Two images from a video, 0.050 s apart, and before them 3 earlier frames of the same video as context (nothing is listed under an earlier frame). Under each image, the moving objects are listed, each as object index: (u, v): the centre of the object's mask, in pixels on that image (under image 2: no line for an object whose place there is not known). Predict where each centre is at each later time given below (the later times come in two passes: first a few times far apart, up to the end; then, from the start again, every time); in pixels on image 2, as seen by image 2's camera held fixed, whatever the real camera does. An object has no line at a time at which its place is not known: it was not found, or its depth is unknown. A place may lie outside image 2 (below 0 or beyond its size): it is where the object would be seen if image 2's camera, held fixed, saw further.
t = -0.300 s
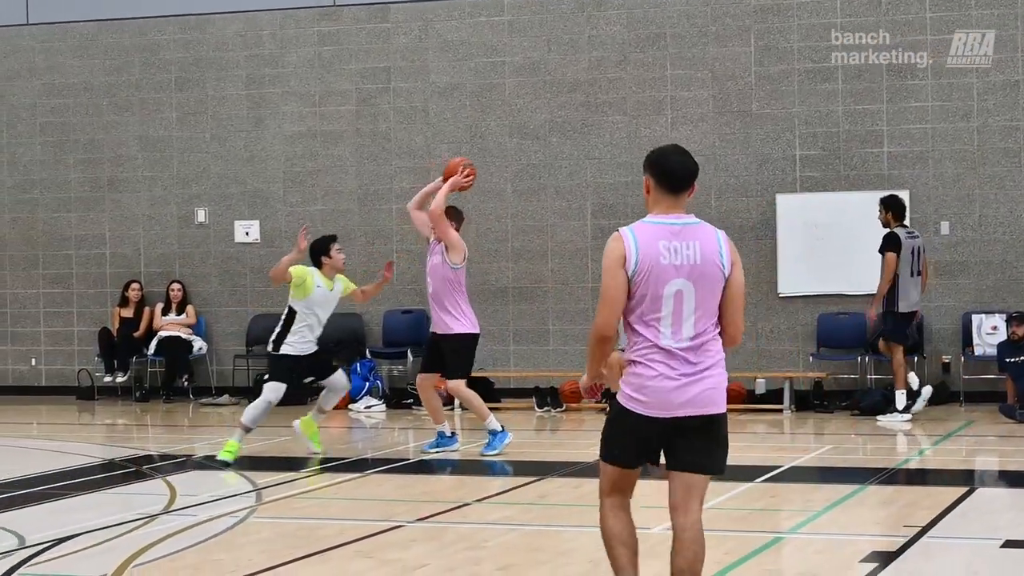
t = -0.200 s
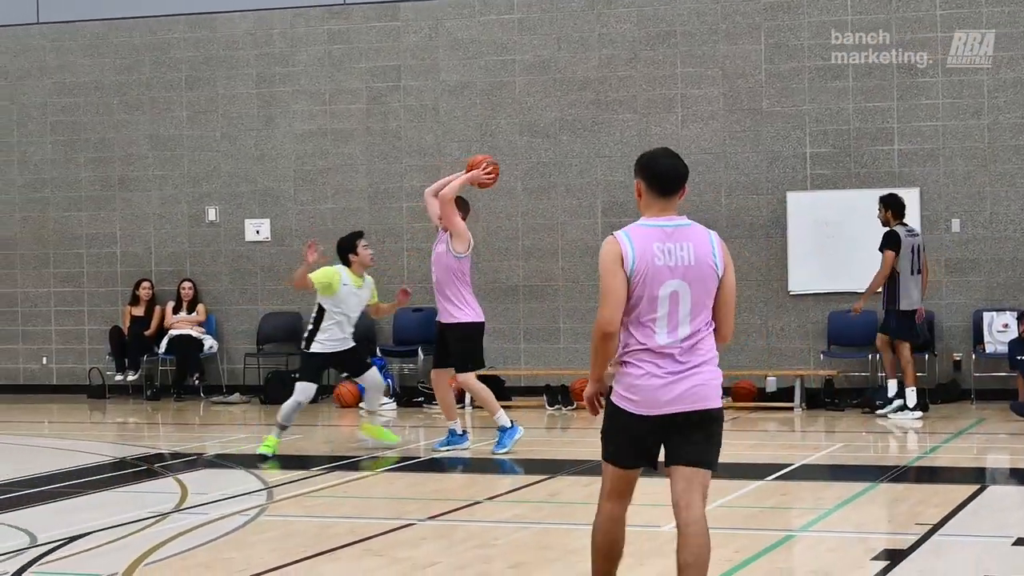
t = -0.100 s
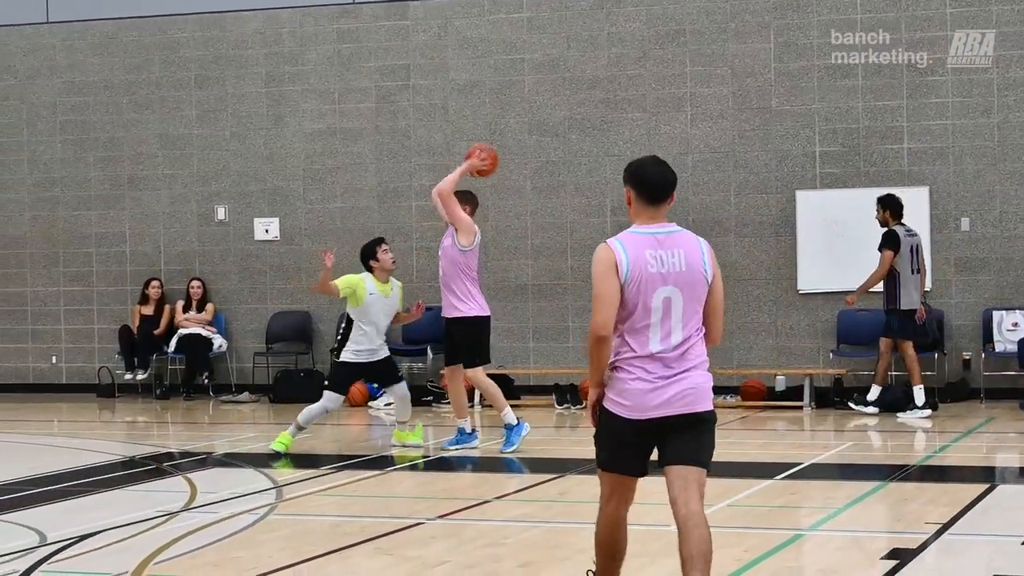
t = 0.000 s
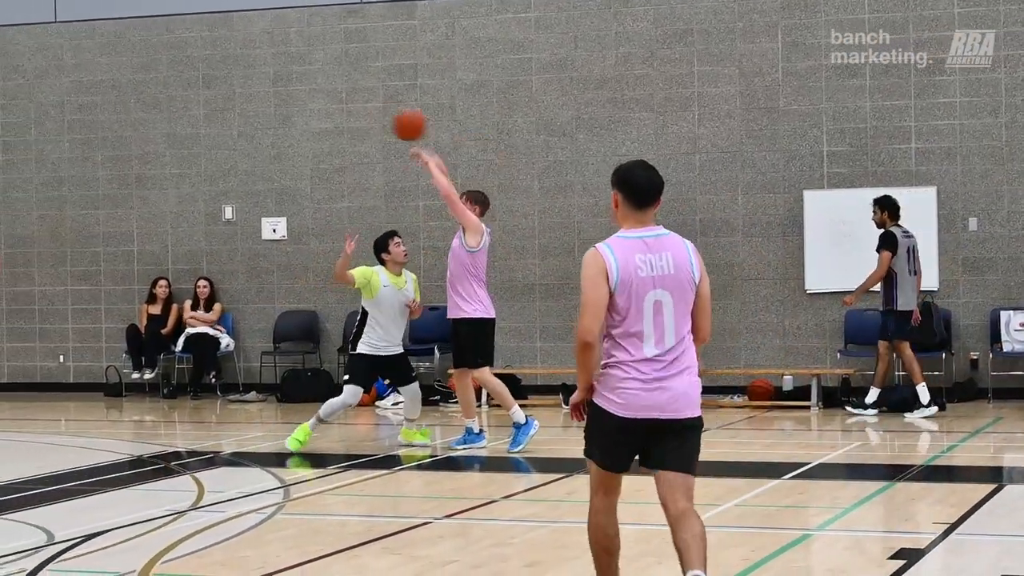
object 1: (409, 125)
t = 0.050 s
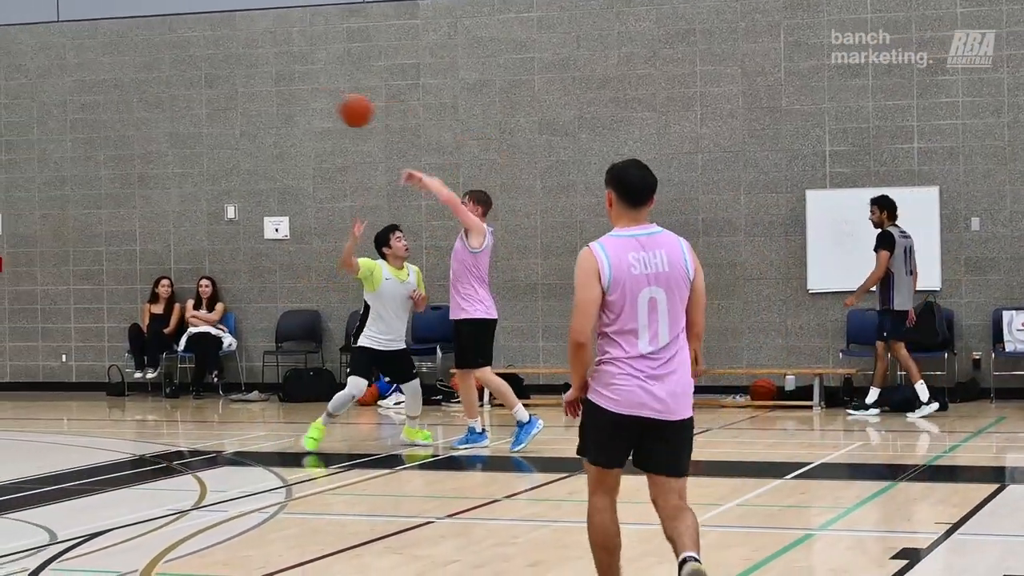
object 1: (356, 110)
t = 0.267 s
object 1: (123, 96)
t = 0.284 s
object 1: (106, 98)
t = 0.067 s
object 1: (338, 107)
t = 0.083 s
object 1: (320, 104)
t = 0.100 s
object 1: (301, 101)
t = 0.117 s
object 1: (283, 99)
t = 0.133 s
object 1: (265, 97)
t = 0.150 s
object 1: (246, 95)
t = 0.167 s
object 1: (229, 94)
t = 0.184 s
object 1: (211, 94)
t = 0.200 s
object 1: (193, 94)
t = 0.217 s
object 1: (176, 94)
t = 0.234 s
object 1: (159, 95)
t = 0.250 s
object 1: (141, 95)
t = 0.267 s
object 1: (123, 96)
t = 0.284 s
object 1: (106, 98)
